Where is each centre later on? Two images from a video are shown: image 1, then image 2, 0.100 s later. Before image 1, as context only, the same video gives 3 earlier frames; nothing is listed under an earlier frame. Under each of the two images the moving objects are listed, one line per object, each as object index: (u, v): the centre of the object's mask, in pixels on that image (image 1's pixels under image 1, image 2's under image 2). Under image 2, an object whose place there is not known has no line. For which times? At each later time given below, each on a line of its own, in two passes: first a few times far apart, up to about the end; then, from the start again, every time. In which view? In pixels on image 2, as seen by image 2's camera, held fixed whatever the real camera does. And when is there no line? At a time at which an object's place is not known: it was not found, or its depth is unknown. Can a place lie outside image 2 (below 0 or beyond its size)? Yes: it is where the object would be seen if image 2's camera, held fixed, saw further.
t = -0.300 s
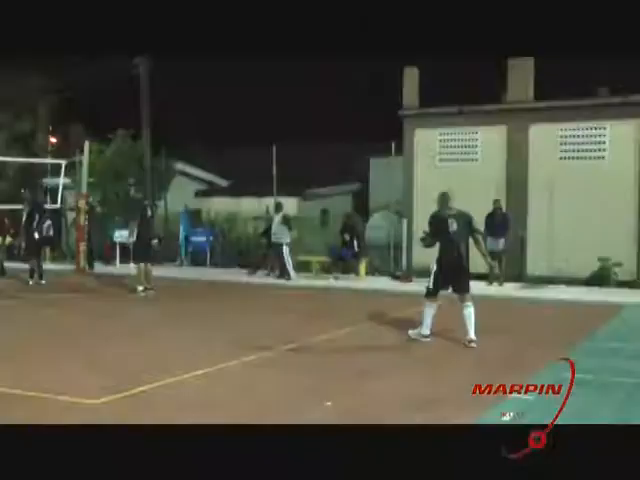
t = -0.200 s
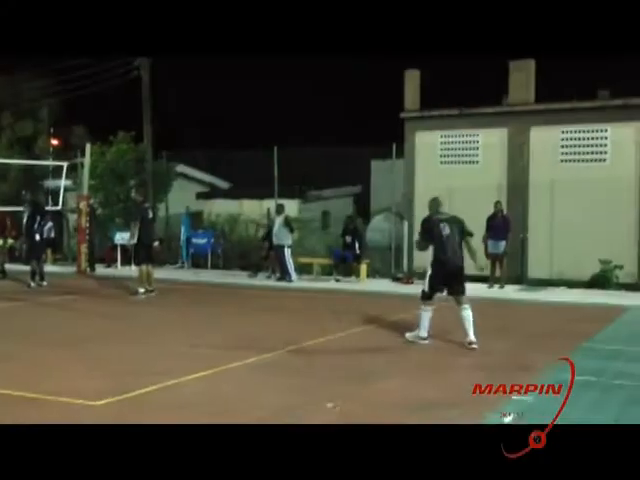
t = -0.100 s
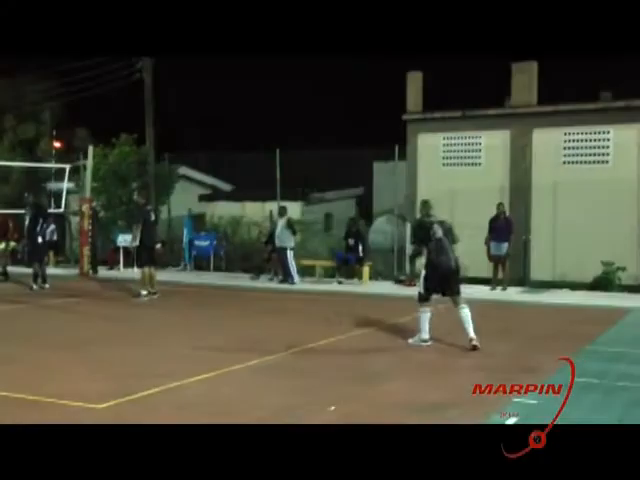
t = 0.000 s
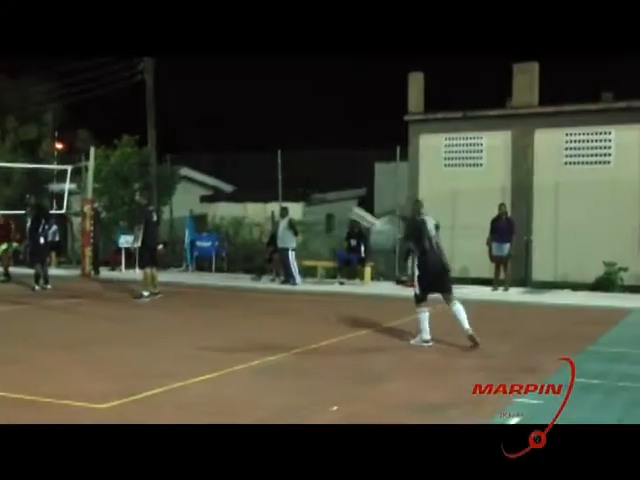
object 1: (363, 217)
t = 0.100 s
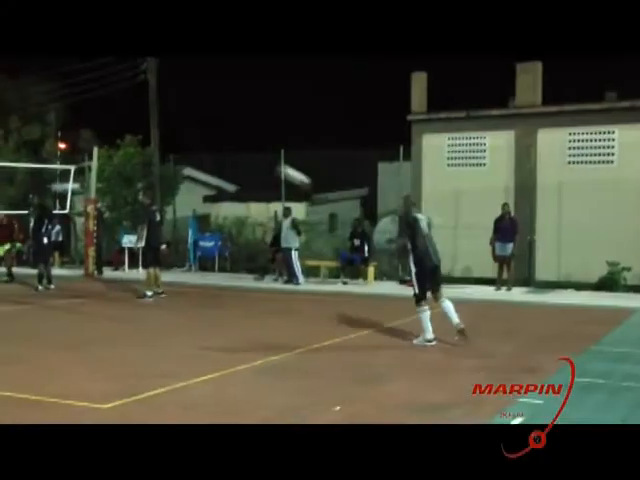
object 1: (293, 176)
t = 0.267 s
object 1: (184, 127)
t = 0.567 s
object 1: (29, 98)
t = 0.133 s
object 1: (269, 163)
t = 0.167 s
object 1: (247, 153)
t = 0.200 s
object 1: (225, 143)
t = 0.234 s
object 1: (204, 135)
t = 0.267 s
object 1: (184, 127)
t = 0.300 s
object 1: (165, 121)
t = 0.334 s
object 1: (145, 115)
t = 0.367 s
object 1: (126, 110)
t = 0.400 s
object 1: (109, 106)
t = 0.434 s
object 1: (92, 103)
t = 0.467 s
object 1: (75, 101)
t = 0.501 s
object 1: (60, 100)
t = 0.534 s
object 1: (44, 99)
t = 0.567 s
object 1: (29, 98)
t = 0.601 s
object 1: (14, 98)
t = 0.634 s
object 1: (1, 99)
